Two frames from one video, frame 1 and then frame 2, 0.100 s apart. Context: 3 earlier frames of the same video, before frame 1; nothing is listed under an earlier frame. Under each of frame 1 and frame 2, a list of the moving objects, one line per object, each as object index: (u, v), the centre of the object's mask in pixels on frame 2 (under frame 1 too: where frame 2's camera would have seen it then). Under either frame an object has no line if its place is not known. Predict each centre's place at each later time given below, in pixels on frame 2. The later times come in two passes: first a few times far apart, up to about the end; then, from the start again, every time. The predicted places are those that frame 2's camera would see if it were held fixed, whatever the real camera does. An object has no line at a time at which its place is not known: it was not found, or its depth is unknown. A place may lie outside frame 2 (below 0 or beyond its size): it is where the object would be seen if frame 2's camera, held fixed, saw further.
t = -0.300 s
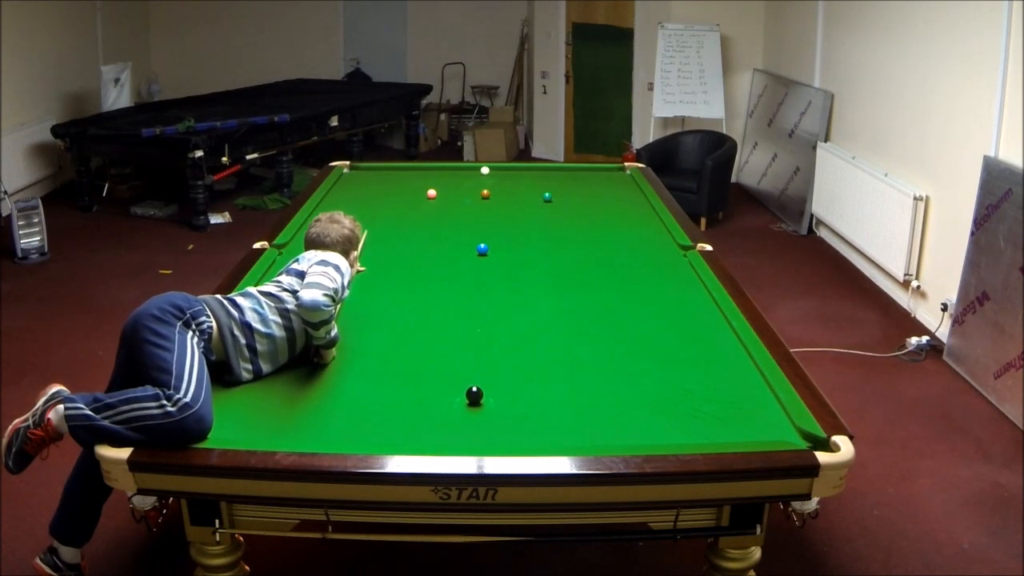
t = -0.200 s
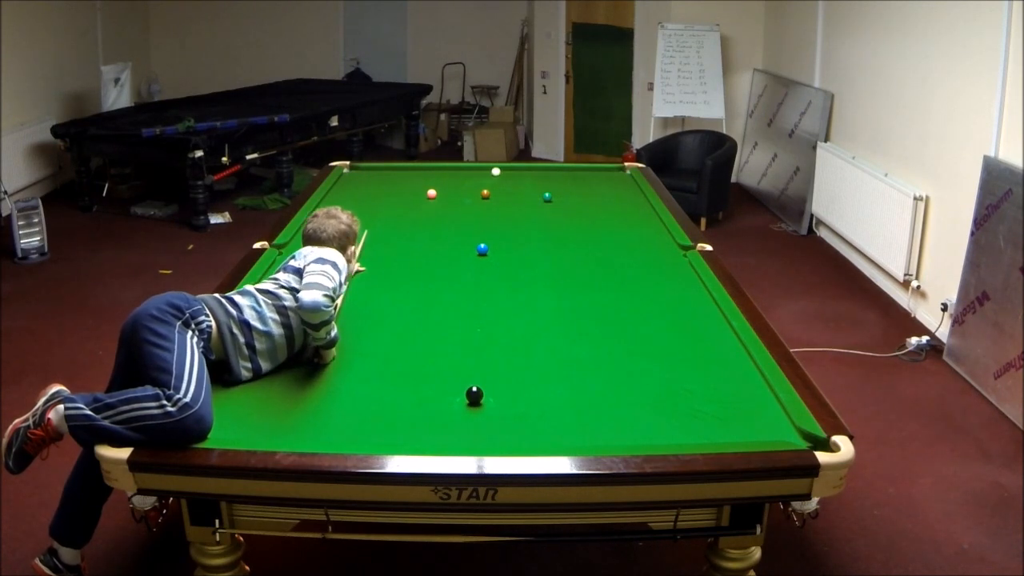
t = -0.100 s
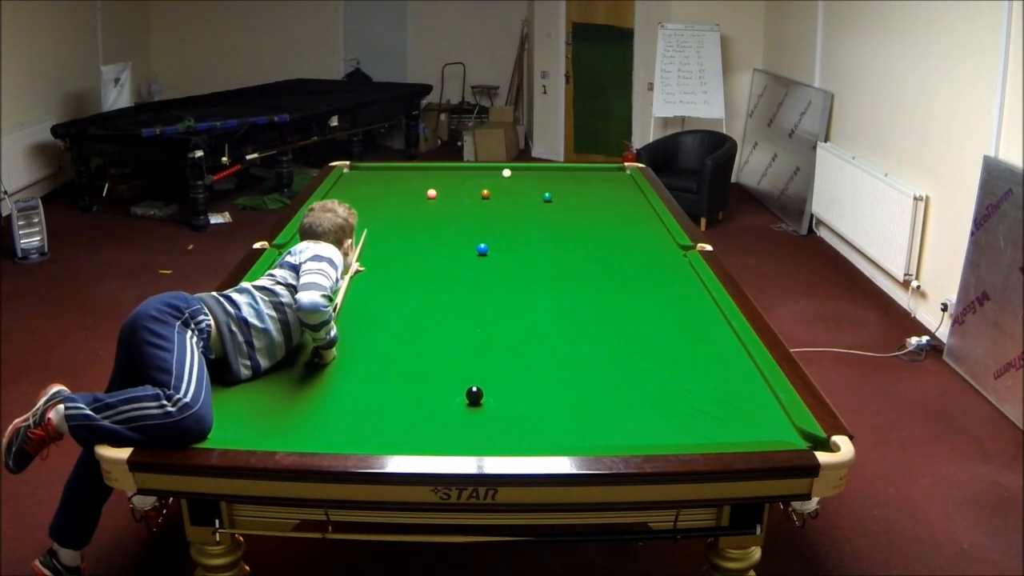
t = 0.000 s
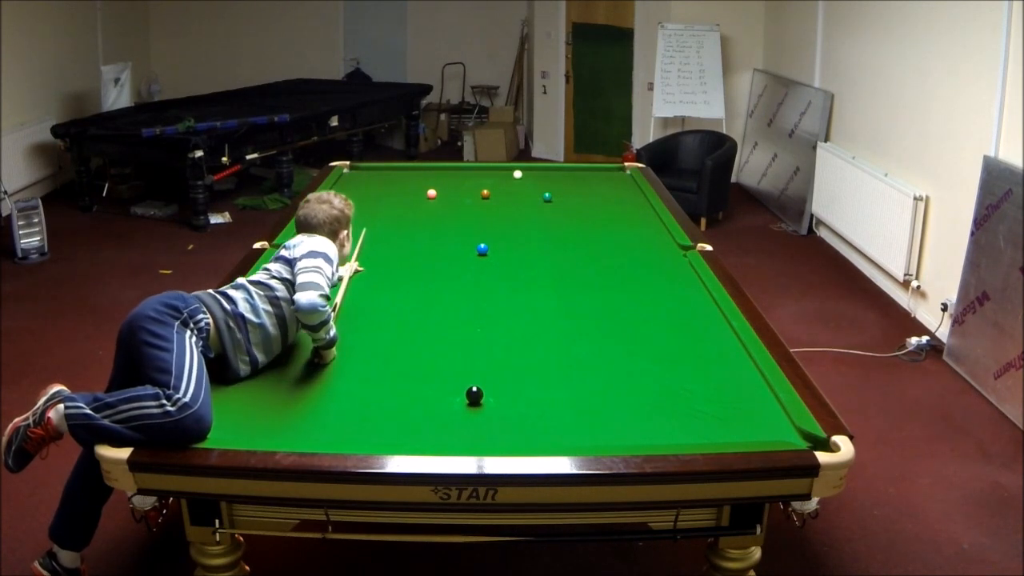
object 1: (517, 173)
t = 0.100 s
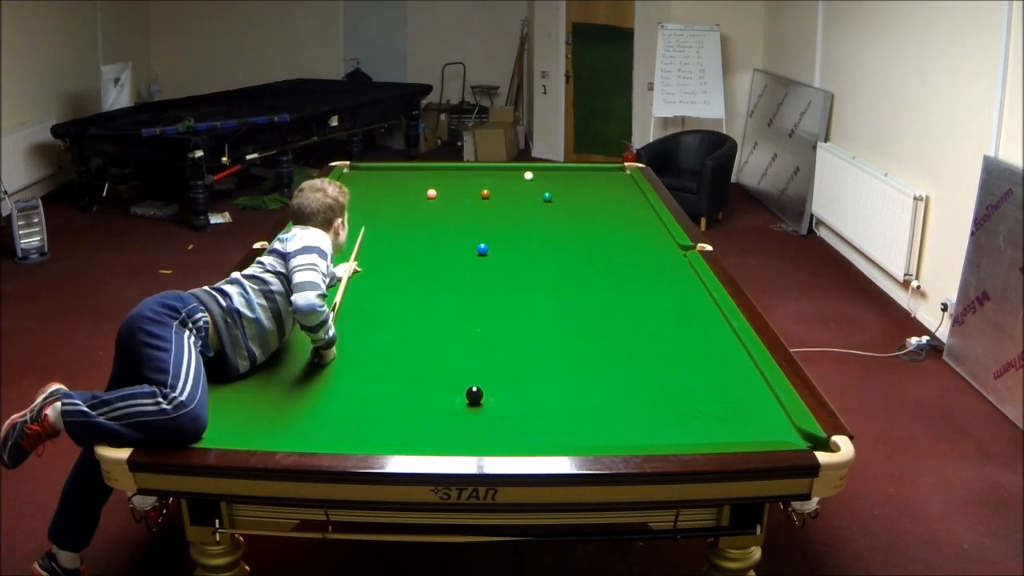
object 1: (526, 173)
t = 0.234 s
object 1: (543, 177)
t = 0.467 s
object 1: (568, 180)
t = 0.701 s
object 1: (593, 183)
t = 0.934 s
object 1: (618, 187)
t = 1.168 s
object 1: (634, 190)
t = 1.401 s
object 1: (621, 193)
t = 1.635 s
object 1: (607, 195)
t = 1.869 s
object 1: (593, 198)
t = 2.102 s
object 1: (580, 200)
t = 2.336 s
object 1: (567, 203)
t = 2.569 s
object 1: (553, 206)
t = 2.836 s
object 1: (539, 208)
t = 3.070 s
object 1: (527, 211)
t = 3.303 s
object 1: (515, 213)
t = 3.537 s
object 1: (503, 215)
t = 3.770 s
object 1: (492, 217)
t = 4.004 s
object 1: (481, 219)
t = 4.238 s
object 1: (471, 221)
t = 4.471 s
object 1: (462, 223)
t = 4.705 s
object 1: (453, 224)
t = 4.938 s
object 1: (445, 226)
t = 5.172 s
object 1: (437, 227)
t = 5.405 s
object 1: (431, 228)
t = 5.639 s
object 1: (424, 230)
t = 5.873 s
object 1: (419, 231)
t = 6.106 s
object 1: (414, 232)
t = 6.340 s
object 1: (411, 232)
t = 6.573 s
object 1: (408, 233)
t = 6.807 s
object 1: (405, 234)
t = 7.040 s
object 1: (404, 234)
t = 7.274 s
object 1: (403, 235)
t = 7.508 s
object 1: (403, 234)
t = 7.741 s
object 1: (403, 235)
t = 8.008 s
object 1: (403, 235)
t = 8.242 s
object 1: (403, 235)
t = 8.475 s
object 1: (403, 235)
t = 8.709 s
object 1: (403, 235)
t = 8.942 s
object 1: (403, 235)
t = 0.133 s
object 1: (532, 175)
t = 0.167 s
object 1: (536, 176)
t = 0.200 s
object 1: (539, 176)
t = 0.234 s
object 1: (543, 177)
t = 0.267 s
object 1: (546, 177)
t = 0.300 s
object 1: (550, 177)
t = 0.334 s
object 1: (553, 178)
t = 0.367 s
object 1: (557, 179)
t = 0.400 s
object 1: (561, 179)
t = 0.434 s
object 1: (564, 180)
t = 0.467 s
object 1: (568, 180)
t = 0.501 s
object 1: (572, 181)
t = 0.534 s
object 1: (575, 181)
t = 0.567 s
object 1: (579, 181)
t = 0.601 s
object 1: (582, 182)
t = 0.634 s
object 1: (586, 182)
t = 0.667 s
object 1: (589, 183)
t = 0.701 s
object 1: (593, 183)
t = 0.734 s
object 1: (596, 184)
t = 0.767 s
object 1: (600, 184)
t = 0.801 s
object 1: (603, 185)
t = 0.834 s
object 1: (607, 185)
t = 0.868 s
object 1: (611, 186)
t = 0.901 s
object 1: (614, 186)
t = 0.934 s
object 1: (618, 187)
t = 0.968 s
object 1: (621, 187)
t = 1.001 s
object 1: (625, 188)
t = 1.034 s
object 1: (628, 188)
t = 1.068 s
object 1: (632, 189)
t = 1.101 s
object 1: (635, 189)
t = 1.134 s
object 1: (636, 189)
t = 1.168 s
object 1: (634, 190)
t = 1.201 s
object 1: (632, 190)
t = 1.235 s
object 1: (630, 191)
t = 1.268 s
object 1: (628, 191)
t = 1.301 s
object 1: (626, 191)
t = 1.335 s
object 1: (624, 192)
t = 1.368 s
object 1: (622, 192)
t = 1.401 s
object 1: (621, 193)
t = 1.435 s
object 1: (618, 193)
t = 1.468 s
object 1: (617, 193)
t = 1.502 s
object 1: (615, 194)
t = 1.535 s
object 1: (613, 194)
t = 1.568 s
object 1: (611, 195)
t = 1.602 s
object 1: (609, 195)
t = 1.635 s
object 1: (607, 195)
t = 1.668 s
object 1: (605, 195)
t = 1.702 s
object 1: (603, 196)
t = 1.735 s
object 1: (601, 196)
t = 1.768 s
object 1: (599, 197)
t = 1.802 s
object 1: (597, 197)
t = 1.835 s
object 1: (595, 198)
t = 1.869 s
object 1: (593, 198)
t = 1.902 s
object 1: (591, 198)
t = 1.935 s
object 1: (589, 199)
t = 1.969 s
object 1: (587, 199)
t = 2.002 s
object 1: (585, 199)
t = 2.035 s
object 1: (583, 200)
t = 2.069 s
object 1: (582, 200)
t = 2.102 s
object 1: (580, 200)
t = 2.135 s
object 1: (578, 201)
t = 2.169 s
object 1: (576, 201)
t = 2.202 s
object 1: (574, 201)
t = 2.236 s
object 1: (572, 202)
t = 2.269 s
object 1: (570, 202)
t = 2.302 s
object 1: (568, 203)
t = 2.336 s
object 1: (567, 203)
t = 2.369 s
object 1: (565, 203)
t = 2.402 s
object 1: (563, 204)
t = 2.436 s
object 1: (561, 204)
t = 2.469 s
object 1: (559, 204)
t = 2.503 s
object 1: (557, 205)
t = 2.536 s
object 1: (555, 205)
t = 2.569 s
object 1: (553, 206)
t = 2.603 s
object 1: (552, 206)
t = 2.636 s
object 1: (550, 207)
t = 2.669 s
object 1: (548, 207)
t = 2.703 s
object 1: (546, 207)
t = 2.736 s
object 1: (544, 208)
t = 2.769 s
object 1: (542, 208)
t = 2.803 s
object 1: (540, 208)
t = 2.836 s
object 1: (539, 208)
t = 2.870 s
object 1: (537, 209)
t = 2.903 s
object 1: (535, 209)
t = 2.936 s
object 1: (534, 210)
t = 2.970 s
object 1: (532, 210)
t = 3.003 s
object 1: (530, 210)
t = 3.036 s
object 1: (528, 210)
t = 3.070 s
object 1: (527, 211)
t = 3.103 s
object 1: (525, 211)
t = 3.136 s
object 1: (523, 211)
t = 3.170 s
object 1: (521, 212)
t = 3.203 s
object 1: (520, 212)
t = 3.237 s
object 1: (518, 212)
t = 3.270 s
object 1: (516, 213)
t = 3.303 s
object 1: (515, 213)
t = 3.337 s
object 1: (513, 213)
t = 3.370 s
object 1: (511, 214)
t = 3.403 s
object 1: (510, 214)
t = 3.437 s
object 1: (508, 214)
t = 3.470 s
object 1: (506, 215)
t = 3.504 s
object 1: (505, 215)
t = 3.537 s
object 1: (503, 215)
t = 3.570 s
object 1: (501, 215)
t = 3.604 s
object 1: (500, 216)
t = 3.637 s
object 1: (498, 216)
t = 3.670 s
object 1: (497, 216)
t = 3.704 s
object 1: (495, 216)
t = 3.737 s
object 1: (493, 217)
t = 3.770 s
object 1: (492, 217)
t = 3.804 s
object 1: (490, 217)
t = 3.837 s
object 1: (489, 218)
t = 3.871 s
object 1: (487, 218)
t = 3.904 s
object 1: (486, 218)
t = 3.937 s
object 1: (484, 218)
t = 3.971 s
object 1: (483, 219)
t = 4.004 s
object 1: (481, 219)
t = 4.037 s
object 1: (480, 219)
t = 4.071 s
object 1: (479, 220)
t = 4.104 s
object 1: (477, 220)
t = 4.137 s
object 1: (476, 220)
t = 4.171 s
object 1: (474, 220)
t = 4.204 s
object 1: (473, 221)
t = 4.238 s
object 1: (471, 221)
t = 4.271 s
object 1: (470, 221)
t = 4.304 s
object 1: (468, 221)
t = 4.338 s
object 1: (467, 222)
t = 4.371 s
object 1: (466, 222)
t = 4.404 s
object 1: (464, 222)
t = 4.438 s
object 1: (463, 222)
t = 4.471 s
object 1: (462, 223)
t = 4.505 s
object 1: (461, 223)
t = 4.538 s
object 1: (459, 223)
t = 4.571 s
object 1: (458, 223)
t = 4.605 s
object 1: (457, 224)
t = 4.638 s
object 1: (456, 224)
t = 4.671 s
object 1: (454, 224)
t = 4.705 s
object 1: (453, 224)
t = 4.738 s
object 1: (452, 224)
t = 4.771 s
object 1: (451, 225)
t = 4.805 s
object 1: (449, 225)
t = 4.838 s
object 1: (448, 225)
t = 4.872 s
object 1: (447, 225)
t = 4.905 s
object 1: (446, 226)
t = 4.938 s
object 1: (445, 226)
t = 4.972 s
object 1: (444, 226)
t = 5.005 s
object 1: (443, 226)
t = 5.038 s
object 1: (442, 227)
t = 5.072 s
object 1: (440, 227)
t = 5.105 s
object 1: (439, 227)
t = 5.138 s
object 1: (438, 227)
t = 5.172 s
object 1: (437, 227)
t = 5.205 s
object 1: (436, 228)
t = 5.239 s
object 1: (435, 228)
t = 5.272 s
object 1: (434, 228)
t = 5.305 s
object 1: (433, 228)
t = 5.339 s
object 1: (432, 228)
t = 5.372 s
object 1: (431, 228)
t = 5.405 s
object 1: (431, 228)
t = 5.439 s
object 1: (430, 229)
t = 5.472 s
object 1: (429, 229)
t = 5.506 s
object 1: (428, 229)
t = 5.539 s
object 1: (427, 229)
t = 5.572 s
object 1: (426, 230)
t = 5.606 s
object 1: (425, 230)
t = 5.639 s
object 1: (424, 230)
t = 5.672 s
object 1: (424, 230)
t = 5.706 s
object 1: (423, 230)
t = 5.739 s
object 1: (422, 230)
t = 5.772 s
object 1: (421, 230)
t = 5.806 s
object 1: (420, 231)
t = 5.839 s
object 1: (420, 231)
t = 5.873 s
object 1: (419, 231)
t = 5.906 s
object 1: (418, 231)
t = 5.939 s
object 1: (417, 231)
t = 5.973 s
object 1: (417, 231)
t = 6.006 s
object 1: (416, 232)
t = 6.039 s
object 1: (416, 232)
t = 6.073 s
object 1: (415, 232)
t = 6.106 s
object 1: (414, 232)
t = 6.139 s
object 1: (414, 232)
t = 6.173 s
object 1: (413, 232)
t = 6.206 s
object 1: (413, 232)
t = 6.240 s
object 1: (412, 232)
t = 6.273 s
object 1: (412, 232)
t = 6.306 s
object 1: (411, 232)
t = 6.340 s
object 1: (411, 232)
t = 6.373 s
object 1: (410, 233)
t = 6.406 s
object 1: (409, 233)
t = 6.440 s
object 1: (409, 233)
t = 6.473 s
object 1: (409, 233)
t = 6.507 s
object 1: (408, 233)
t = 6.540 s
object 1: (408, 233)
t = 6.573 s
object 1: (408, 233)
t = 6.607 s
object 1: (407, 233)
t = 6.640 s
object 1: (407, 233)
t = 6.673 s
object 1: (406, 234)
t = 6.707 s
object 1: (406, 234)
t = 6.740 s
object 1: (406, 234)
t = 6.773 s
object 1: (406, 234)
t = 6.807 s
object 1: (405, 234)
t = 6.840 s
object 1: (405, 234)
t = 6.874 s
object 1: (405, 234)
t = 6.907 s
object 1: (405, 234)
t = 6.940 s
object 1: (404, 234)
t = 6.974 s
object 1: (404, 234)
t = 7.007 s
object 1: (404, 234)
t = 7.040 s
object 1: (404, 234)
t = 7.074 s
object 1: (404, 234)
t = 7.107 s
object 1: (403, 234)
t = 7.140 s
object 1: (403, 234)
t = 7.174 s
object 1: (403, 234)
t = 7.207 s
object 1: (403, 234)
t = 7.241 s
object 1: (403, 235)
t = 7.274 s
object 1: (403, 235)
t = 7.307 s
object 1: (403, 234)
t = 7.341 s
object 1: (403, 234)
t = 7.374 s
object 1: (403, 234)
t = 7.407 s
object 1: (403, 234)
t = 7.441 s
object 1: (403, 234)
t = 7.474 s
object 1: (403, 234)
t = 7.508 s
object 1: (403, 234)
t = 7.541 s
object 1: (403, 234)
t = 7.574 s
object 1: (403, 235)
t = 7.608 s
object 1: (403, 235)
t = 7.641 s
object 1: (403, 235)
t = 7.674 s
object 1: (403, 235)
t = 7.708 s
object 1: (403, 235)
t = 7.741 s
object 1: (403, 235)
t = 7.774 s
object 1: (403, 235)
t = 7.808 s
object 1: (403, 235)
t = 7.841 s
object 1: (403, 235)
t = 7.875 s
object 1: (403, 235)
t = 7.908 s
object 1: (403, 235)
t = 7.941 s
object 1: (403, 235)
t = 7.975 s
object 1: (403, 235)
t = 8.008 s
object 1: (403, 235)
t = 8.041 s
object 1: (403, 235)
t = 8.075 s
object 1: (403, 235)
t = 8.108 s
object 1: (403, 235)
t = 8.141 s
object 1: (403, 235)
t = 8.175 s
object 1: (403, 235)
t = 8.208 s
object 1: (403, 235)
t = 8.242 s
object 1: (403, 235)
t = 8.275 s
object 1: (403, 235)
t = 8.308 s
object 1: (403, 235)
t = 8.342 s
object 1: (403, 235)
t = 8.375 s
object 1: (403, 235)
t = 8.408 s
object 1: (403, 235)
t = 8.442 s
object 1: (403, 235)
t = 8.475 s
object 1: (403, 235)
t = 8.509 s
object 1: (403, 235)
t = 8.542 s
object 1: (403, 235)
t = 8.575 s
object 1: (403, 235)
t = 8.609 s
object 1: (403, 235)
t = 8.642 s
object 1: (403, 235)
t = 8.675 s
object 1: (403, 235)
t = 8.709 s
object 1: (403, 235)
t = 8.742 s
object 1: (403, 235)
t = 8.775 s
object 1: (403, 235)
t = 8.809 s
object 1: (403, 235)
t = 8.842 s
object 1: (403, 235)
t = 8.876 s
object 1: (403, 235)
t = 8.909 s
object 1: (403, 235)
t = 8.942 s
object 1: (403, 235)
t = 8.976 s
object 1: (403, 235)
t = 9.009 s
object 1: (403, 235)
